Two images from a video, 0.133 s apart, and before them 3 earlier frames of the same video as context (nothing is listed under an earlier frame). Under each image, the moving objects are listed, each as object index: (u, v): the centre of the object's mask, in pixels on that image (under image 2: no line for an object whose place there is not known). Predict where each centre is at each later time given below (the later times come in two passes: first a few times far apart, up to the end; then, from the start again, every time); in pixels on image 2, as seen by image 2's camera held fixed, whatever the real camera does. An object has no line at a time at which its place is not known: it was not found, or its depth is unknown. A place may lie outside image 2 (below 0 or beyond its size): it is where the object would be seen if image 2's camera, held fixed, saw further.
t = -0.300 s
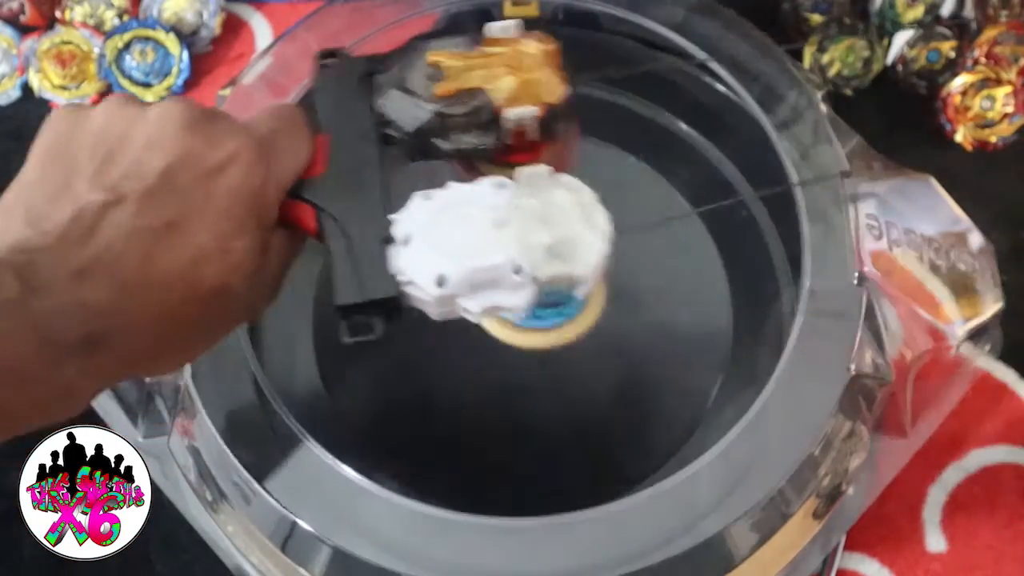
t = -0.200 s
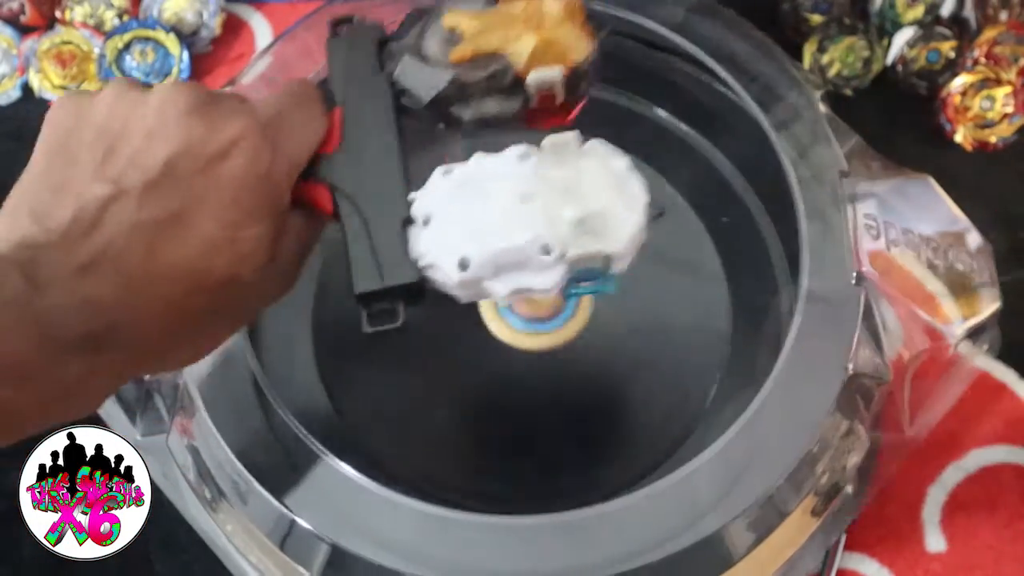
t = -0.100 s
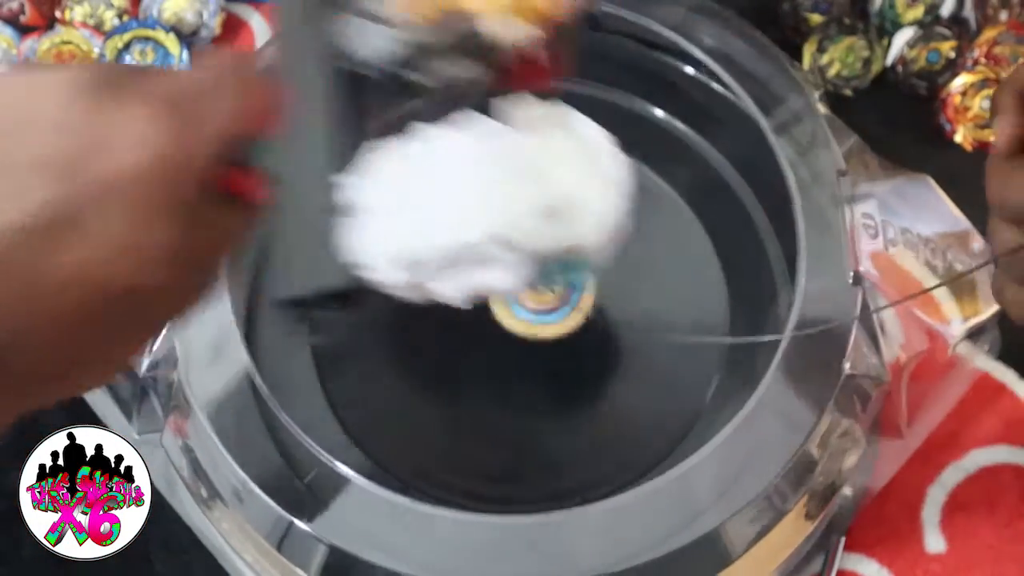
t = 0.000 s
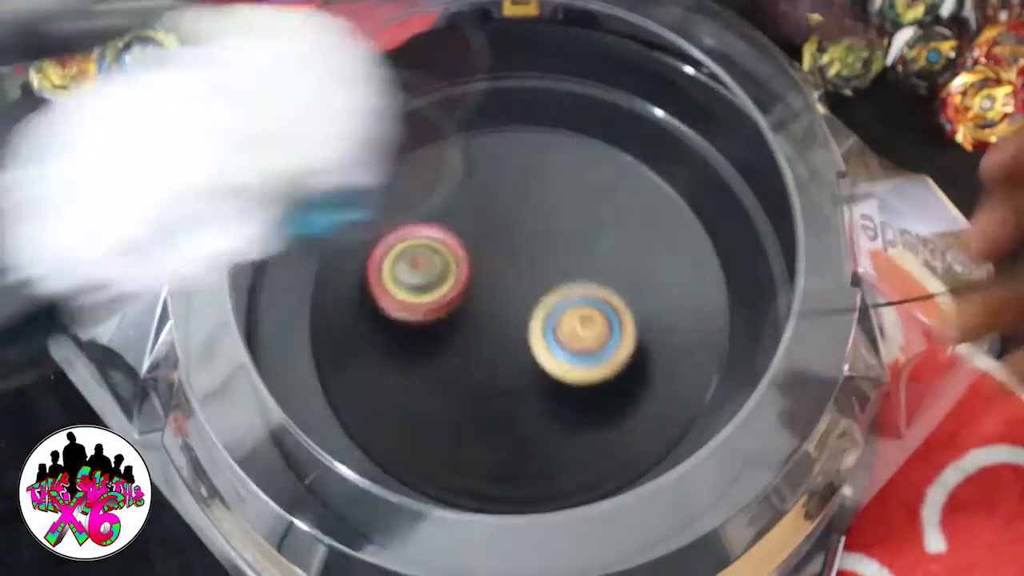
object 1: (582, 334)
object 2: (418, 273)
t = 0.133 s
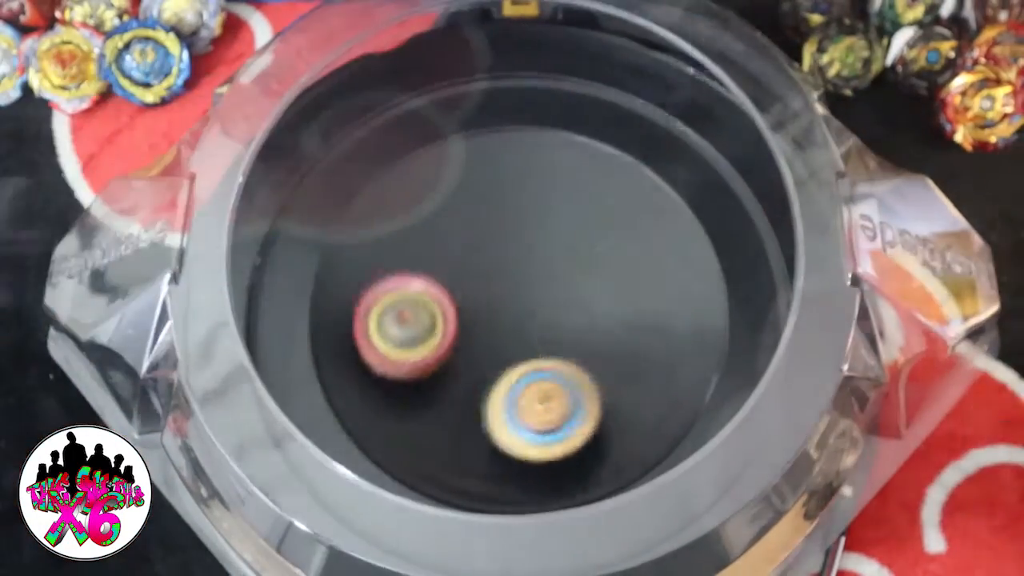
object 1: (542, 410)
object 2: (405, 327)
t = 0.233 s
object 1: (505, 406)
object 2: (374, 356)
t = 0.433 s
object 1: (509, 295)
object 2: (322, 406)
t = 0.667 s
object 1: (670, 408)
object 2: (258, 357)
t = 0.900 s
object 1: (430, 365)
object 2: (267, 291)
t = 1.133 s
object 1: (660, 181)
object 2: (268, 276)
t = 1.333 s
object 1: (780, 273)
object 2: (270, 271)
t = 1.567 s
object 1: (732, 301)
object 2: (287, 201)
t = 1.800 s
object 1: (464, 372)
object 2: (312, 166)
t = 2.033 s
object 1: (514, 138)
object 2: (319, 126)
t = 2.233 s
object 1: (656, 294)
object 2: (384, 76)
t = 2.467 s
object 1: (384, 358)
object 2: (466, 48)
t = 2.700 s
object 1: (450, 133)
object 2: (551, 44)
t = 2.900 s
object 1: (634, 267)
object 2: (610, 55)
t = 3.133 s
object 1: (405, 426)
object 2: (660, 80)
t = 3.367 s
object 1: (361, 200)
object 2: (710, 118)
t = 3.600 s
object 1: (616, 255)
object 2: (760, 156)
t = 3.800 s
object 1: (522, 468)
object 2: (743, 199)
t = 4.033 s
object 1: (333, 324)
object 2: (698, 257)
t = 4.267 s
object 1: (416, 148)
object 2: (685, 271)
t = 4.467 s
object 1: (334, 114)
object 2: (835, 366)
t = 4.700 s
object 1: (316, 191)
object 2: (837, 300)
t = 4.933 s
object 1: (276, 319)
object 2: (846, 339)
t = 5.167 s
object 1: (285, 416)
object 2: (801, 344)
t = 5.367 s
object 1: (362, 490)
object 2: (716, 332)
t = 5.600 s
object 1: (469, 538)
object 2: (565, 254)
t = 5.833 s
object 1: (583, 537)
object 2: (418, 330)
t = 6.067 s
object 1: (678, 504)
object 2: (464, 453)
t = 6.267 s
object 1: (727, 453)
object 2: (579, 416)
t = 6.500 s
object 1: (742, 394)
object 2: (547, 268)
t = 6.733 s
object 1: (710, 343)
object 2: (403, 281)
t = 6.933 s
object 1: (558, 371)
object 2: (397, 376)
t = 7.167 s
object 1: (512, 222)
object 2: (501, 411)
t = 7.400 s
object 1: (572, 181)
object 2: (560, 293)
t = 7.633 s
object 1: (646, 172)
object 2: (454, 286)
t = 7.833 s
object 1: (584, 272)
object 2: (470, 356)
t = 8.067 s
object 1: (449, 264)
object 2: (519, 433)
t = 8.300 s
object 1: (410, 192)
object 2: (580, 345)
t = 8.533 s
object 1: (431, 168)
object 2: (528, 329)
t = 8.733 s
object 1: (449, 146)
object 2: (549, 359)
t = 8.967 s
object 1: (496, 217)
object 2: (503, 326)
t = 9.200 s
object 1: (504, 305)
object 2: (510, 410)
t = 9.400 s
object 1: (452, 325)
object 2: (564, 410)
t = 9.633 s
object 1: (441, 307)
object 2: (570, 321)
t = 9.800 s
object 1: (450, 302)
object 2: (559, 262)
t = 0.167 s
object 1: (517, 412)
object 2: (410, 347)
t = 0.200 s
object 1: (505, 409)
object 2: (400, 356)
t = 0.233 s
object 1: (505, 406)
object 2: (374, 356)
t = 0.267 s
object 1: (501, 397)
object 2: (355, 359)
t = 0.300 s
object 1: (494, 383)
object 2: (340, 365)
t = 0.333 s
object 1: (488, 366)
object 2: (331, 375)
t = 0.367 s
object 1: (485, 345)
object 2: (329, 387)
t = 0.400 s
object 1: (490, 320)
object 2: (329, 396)
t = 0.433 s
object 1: (509, 295)
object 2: (322, 406)
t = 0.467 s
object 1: (542, 276)
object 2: (314, 409)
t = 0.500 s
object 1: (577, 271)
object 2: (305, 407)
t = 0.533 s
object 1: (618, 281)
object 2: (291, 401)
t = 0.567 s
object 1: (651, 304)
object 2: (277, 390)
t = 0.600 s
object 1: (672, 338)
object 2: (259, 376)
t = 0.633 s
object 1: (678, 375)
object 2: (256, 366)
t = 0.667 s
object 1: (670, 408)
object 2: (258, 357)
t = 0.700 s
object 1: (650, 440)
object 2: (263, 350)
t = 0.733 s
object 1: (616, 461)
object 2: (265, 343)
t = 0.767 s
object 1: (574, 470)
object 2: (265, 333)
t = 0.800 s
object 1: (527, 464)
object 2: (270, 318)
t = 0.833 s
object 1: (485, 445)
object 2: (266, 306)
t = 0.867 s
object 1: (451, 409)
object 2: (268, 299)
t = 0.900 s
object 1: (430, 365)
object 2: (267, 291)
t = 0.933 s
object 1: (425, 315)
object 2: (266, 283)
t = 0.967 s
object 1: (439, 266)
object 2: (266, 278)
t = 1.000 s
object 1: (470, 223)
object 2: (268, 277)
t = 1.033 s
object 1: (512, 193)
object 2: (268, 272)
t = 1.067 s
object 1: (560, 176)
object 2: (267, 268)
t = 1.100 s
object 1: (612, 172)
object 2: (267, 270)
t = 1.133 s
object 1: (660, 181)
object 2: (268, 276)
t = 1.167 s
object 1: (699, 203)
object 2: (268, 280)
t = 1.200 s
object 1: (732, 226)
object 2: (268, 281)
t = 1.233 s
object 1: (750, 241)
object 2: (267, 278)
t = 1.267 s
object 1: (772, 250)
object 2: (268, 278)
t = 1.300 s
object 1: (778, 260)
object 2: (269, 277)
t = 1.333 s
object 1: (780, 273)
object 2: (270, 271)
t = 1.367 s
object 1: (776, 289)
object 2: (271, 260)
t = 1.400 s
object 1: (769, 301)
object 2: (272, 245)
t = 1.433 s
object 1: (763, 304)
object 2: (273, 235)
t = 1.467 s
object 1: (758, 305)
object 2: (277, 228)
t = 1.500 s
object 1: (750, 304)
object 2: (280, 223)
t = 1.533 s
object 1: (740, 302)
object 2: (284, 213)
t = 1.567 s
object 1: (732, 301)
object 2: (287, 201)
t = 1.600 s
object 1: (718, 306)
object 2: (291, 194)
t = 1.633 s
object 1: (696, 326)
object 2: (293, 192)
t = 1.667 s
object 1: (664, 356)
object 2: (297, 186)
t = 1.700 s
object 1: (620, 383)
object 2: (301, 177)
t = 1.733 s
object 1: (568, 397)
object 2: (305, 171)
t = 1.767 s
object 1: (513, 394)
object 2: (308, 170)
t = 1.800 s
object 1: (464, 372)
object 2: (312, 166)
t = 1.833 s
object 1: (428, 337)
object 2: (316, 158)
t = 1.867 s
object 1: (407, 294)
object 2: (320, 154)
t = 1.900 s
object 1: (400, 246)
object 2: (324, 152)
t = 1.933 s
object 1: (412, 204)
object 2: (324, 145)
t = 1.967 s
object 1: (441, 174)
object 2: (316, 133)
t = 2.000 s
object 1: (476, 150)
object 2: (308, 123)
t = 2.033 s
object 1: (514, 138)
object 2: (319, 126)
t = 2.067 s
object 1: (553, 138)
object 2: (327, 122)
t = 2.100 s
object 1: (590, 151)
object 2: (338, 115)
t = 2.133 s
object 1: (621, 174)
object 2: (349, 107)
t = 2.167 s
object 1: (645, 207)
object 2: (361, 98)
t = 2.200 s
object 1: (656, 249)
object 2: (373, 86)
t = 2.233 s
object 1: (656, 294)
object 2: (384, 76)
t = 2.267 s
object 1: (639, 339)
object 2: (395, 69)
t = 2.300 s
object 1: (607, 377)
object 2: (408, 67)
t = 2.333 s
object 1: (563, 404)
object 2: (420, 63)
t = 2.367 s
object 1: (512, 415)
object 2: (432, 60)
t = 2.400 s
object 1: (462, 408)
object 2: (443, 56)
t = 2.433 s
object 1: (419, 388)
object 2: (454, 52)
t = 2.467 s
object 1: (384, 358)
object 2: (466, 48)
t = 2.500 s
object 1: (361, 320)
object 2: (478, 45)
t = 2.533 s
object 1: (350, 278)
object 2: (489, 43)
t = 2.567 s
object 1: (352, 239)
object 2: (502, 44)
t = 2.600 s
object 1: (364, 203)
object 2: (514, 44)
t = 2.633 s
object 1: (385, 172)
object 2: (526, 44)
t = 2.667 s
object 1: (414, 148)
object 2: (539, 44)
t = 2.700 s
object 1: (450, 133)
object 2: (551, 44)
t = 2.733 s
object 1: (490, 129)
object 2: (562, 45)
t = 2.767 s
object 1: (529, 136)
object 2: (572, 47)
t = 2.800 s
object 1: (567, 154)
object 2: (582, 50)
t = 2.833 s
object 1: (600, 184)
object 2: (591, 52)
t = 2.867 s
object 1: (623, 222)
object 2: (601, 54)
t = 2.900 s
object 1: (634, 267)
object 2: (610, 55)
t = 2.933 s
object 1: (633, 313)
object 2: (618, 59)
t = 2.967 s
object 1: (616, 359)
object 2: (626, 60)
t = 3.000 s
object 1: (586, 397)
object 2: (632, 66)
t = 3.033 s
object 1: (545, 424)
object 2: (641, 67)
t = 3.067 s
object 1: (498, 439)
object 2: (648, 70)
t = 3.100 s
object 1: (450, 438)
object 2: (652, 78)
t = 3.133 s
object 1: (405, 426)
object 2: (660, 80)
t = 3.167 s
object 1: (367, 404)
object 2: (667, 83)
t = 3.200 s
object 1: (340, 373)
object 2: (673, 89)
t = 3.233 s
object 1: (323, 338)
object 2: (679, 95)
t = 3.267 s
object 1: (316, 302)
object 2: (686, 100)
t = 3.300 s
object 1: (322, 263)
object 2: (694, 106)
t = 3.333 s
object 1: (338, 228)
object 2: (702, 112)
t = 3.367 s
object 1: (361, 200)
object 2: (710, 118)
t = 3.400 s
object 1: (393, 180)
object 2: (718, 125)
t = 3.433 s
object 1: (430, 168)
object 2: (720, 135)
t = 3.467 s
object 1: (472, 164)
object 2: (726, 141)
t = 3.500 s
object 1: (515, 170)
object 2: (741, 141)
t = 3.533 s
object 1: (555, 189)
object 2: (749, 146)
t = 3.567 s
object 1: (590, 217)
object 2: (754, 152)
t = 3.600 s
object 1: (616, 255)
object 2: (760, 156)
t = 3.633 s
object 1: (632, 296)
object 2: (760, 163)
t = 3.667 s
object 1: (632, 341)
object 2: (760, 169)
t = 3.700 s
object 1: (620, 386)
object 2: (759, 177)
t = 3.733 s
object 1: (595, 424)
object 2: (759, 184)
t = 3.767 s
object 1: (562, 452)
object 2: (753, 192)
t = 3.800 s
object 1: (522, 468)
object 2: (743, 199)
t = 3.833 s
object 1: (478, 479)
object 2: (737, 206)
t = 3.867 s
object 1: (435, 474)
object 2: (733, 214)
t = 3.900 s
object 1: (394, 456)
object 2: (728, 222)
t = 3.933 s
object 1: (365, 431)
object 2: (724, 232)
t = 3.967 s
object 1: (344, 399)
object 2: (719, 242)
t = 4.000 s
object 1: (331, 362)
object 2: (712, 251)
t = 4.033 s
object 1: (333, 324)
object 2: (698, 257)
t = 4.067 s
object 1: (345, 288)
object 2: (681, 259)
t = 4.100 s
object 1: (367, 256)
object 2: (660, 257)
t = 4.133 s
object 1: (397, 230)
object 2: (638, 250)
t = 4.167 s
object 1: (433, 210)
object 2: (615, 242)
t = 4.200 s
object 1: (464, 198)
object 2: (597, 238)
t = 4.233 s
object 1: (449, 175)
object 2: (630, 251)
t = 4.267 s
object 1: (416, 148)
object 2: (685, 271)
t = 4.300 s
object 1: (397, 125)
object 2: (728, 288)
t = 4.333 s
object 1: (376, 108)
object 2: (766, 307)
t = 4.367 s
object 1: (356, 96)
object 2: (791, 324)
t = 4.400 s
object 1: (339, 89)
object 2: (803, 335)
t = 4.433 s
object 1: (336, 100)
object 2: (815, 352)
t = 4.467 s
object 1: (334, 114)
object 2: (835, 366)
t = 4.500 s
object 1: (327, 125)
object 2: (842, 357)
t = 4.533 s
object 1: (324, 134)
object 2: (848, 348)
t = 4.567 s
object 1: (327, 140)
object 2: (851, 342)
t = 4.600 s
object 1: (331, 147)
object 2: (849, 329)
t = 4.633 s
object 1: (328, 159)
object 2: (840, 314)
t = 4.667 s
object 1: (323, 175)
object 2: (841, 307)
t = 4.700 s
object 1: (316, 191)
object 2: (837, 300)
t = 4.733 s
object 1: (309, 209)
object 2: (835, 298)
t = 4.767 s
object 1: (303, 227)
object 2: (837, 301)
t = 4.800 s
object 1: (296, 245)
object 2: (841, 307)
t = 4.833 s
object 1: (290, 264)
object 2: (842, 316)
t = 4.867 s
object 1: (284, 283)
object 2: (848, 327)
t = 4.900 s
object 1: (281, 301)
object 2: (847, 331)
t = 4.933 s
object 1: (276, 319)
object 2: (846, 339)
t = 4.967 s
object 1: (269, 338)
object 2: (839, 349)
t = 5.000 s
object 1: (264, 359)
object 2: (841, 361)
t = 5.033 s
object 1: (261, 376)
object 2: (838, 360)
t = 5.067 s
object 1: (263, 392)
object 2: (835, 356)
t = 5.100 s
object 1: (268, 402)
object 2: (824, 351)
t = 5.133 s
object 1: (275, 409)
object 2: (814, 347)
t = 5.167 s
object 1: (285, 416)
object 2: (801, 344)
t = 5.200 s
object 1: (297, 427)
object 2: (791, 343)
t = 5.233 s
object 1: (309, 439)
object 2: (776, 340)
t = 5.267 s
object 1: (321, 452)
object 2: (762, 335)
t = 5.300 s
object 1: (334, 464)
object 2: (747, 333)
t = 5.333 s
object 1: (347, 477)
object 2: (729, 332)
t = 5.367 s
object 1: (362, 490)
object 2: (716, 332)
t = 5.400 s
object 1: (376, 503)
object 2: (696, 327)
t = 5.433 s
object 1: (392, 516)
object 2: (676, 317)
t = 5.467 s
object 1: (406, 527)
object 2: (656, 304)
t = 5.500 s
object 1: (423, 534)
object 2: (636, 289)
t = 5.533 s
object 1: (438, 537)
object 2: (615, 275)
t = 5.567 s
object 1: (453, 537)
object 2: (592, 263)
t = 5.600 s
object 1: (469, 538)
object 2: (565, 254)
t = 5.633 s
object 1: (485, 539)
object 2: (536, 250)
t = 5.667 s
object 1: (503, 540)
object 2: (508, 252)
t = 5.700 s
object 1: (521, 541)
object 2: (482, 260)
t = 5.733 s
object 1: (538, 541)
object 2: (458, 273)
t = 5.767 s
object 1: (552, 540)
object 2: (440, 290)
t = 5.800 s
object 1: (567, 539)
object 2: (426, 310)
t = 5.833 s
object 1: (583, 537)
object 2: (418, 330)
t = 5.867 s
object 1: (599, 535)
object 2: (414, 351)
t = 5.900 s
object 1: (614, 532)
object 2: (414, 372)
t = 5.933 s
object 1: (628, 528)
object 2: (417, 393)
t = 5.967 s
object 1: (642, 524)
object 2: (424, 412)
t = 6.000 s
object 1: (655, 519)
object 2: (433, 428)
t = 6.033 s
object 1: (667, 512)
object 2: (447, 442)
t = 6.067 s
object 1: (678, 504)
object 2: (464, 453)
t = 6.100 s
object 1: (689, 496)
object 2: (484, 459)
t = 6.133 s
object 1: (698, 487)
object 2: (505, 461)
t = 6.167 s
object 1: (707, 478)
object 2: (528, 458)
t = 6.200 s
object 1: (715, 469)
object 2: (548, 449)
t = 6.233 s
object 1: (722, 461)
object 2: (565, 434)
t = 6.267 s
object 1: (727, 453)
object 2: (579, 416)
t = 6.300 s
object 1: (731, 446)
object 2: (588, 396)
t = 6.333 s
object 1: (735, 439)
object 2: (594, 373)
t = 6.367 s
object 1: (738, 430)
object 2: (595, 347)
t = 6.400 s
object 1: (741, 420)
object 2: (590, 324)
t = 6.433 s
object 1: (742, 411)
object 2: (580, 301)
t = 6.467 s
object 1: (743, 403)
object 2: (564, 282)
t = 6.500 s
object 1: (742, 394)
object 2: (547, 268)
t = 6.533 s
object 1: (741, 386)
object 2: (528, 258)
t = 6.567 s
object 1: (739, 377)
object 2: (507, 252)
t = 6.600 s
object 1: (734, 368)
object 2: (484, 250)
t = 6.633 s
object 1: (725, 356)
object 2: (460, 253)
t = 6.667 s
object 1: (727, 350)
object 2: (438, 259)
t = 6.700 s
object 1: (720, 342)
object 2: (419, 269)
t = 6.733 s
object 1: (710, 343)
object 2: (403, 281)
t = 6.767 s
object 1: (694, 351)
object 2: (390, 294)
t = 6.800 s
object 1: (671, 362)
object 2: (381, 309)
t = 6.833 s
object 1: (645, 370)
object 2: (378, 326)
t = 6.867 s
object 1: (617, 374)
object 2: (379, 343)
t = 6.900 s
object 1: (587, 375)
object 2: (386, 361)
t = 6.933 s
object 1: (558, 371)
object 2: (397, 376)
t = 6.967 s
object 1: (529, 360)
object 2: (412, 389)
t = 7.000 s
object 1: (513, 342)
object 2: (420, 403)
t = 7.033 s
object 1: (504, 316)
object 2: (424, 412)
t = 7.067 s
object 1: (497, 290)
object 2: (437, 419)
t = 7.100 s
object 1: (498, 266)
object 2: (457, 420)
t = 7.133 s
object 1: (503, 242)
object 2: (479, 417)
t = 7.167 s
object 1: (512, 222)
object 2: (501, 411)
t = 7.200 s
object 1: (524, 204)
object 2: (521, 401)
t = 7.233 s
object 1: (536, 190)
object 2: (538, 387)
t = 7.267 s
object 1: (547, 181)
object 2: (552, 368)
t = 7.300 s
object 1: (556, 176)
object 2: (561, 348)
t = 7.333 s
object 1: (562, 175)
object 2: (564, 327)
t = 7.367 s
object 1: (568, 177)
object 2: (563, 310)
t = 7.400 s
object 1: (572, 181)
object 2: (560, 293)
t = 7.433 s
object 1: (581, 173)
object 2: (548, 287)
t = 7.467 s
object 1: (593, 158)
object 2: (529, 291)
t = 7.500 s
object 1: (606, 149)
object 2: (514, 289)
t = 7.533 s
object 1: (618, 147)
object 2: (498, 284)
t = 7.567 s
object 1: (631, 151)
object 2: (483, 280)
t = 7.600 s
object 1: (638, 159)
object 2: (468, 281)
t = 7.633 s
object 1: (646, 172)
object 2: (454, 286)
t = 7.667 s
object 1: (649, 186)
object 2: (444, 295)
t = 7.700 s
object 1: (644, 200)
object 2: (437, 307)
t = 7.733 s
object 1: (634, 217)
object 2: (437, 322)
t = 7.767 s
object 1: (621, 236)
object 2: (442, 336)
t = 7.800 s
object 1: (604, 253)
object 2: (454, 349)
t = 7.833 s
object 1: (584, 272)
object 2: (470, 356)
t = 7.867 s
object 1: (565, 285)
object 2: (486, 360)
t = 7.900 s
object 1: (548, 290)
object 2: (482, 379)
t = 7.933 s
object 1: (529, 292)
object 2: (478, 399)
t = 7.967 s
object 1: (507, 291)
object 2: (480, 412)
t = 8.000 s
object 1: (484, 286)
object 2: (489, 422)
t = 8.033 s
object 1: (464, 277)
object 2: (502, 429)
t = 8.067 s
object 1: (449, 264)
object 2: (519, 433)
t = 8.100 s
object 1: (435, 249)
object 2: (534, 430)
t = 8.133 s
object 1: (423, 235)
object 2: (550, 423)
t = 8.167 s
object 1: (414, 221)
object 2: (562, 411)
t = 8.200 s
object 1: (409, 209)
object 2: (571, 397)
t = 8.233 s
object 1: (406, 200)
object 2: (578, 381)
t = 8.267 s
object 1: (407, 195)
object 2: (581, 363)
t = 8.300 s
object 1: (410, 192)
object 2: (580, 345)
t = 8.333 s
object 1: (415, 192)
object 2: (575, 327)
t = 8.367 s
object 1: (421, 193)
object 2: (567, 311)
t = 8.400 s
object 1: (427, 195)
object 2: (555, 296)
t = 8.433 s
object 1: (434, 200)
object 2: (541, 285)
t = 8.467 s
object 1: (441, 205)
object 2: (527, 281)
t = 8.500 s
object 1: (433, 185)
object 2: (528, 304)
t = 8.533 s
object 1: (431, 168)
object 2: (528, 329)
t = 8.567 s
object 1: (432, 156)
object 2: (526, 347)
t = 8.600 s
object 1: (433, 150)
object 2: (526, 357)
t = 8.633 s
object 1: (436, 147)
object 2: (530, 362)
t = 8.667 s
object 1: (440, 144)
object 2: (536, 364)
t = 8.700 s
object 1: (445, 144)
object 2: (544, 363)
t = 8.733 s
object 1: (449, 146)
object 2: (549, 359)
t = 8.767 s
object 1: (453, 149)
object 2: (553, 351)
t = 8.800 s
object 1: (458, 154)
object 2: (552, 342)
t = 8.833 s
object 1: (465, 160)
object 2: (547, 333)
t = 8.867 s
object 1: (473, 170)
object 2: (538, 326)
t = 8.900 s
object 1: (482, 184)
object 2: (527, 321)
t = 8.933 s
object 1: (489, 202)
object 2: (515, 320)
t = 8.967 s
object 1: (496, 217)
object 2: (503, 326)
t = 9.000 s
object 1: (502, 222)
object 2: (494, 341)
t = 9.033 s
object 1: (510, 233)
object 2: (491, 352)
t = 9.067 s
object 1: (516, 250)
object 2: (492, 363)
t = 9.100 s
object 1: (518, 267)
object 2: (495, 372)
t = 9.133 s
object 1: (517, 282)
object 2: (499, 386)
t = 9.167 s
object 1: (511, 294)
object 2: (503, 400)
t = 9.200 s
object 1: (504, 305)
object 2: (510, 410)
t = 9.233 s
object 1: (493, 314)
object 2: (518, 418)
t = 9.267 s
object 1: (483, 321)
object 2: (527, 424)
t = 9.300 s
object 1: (474, 325)
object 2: (538, 425)
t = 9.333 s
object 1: (464, 326)
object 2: (548, 424)
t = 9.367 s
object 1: (456, 326)
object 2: (557, 418)
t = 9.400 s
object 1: (452, 325)
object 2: (564, 410)
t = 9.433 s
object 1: (449, 323)
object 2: (568, 399)
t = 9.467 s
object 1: (447, 320)
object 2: (570, 387)
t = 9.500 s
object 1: (446, 317)
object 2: (569, 374)
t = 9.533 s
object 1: (447, 315)
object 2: (567, 360)
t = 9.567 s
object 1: (449, 312)
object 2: (561, 346)
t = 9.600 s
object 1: (447, 310)
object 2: (559, 334)
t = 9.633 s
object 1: (441, 307)
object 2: (570, 321)
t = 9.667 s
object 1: (441, 305)
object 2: (575, 308)
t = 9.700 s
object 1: (443, 303)
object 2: (573, 295)
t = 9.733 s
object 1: (448, 302)
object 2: (566, 284)
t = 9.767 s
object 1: (453, 301)
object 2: (557, 274)
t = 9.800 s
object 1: (450, 302)
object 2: (559, 262)
